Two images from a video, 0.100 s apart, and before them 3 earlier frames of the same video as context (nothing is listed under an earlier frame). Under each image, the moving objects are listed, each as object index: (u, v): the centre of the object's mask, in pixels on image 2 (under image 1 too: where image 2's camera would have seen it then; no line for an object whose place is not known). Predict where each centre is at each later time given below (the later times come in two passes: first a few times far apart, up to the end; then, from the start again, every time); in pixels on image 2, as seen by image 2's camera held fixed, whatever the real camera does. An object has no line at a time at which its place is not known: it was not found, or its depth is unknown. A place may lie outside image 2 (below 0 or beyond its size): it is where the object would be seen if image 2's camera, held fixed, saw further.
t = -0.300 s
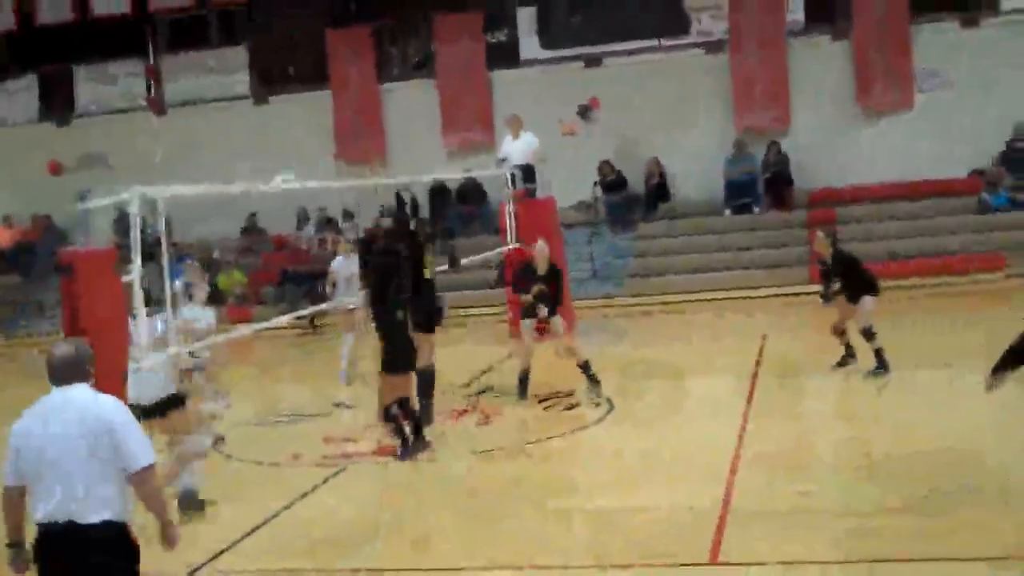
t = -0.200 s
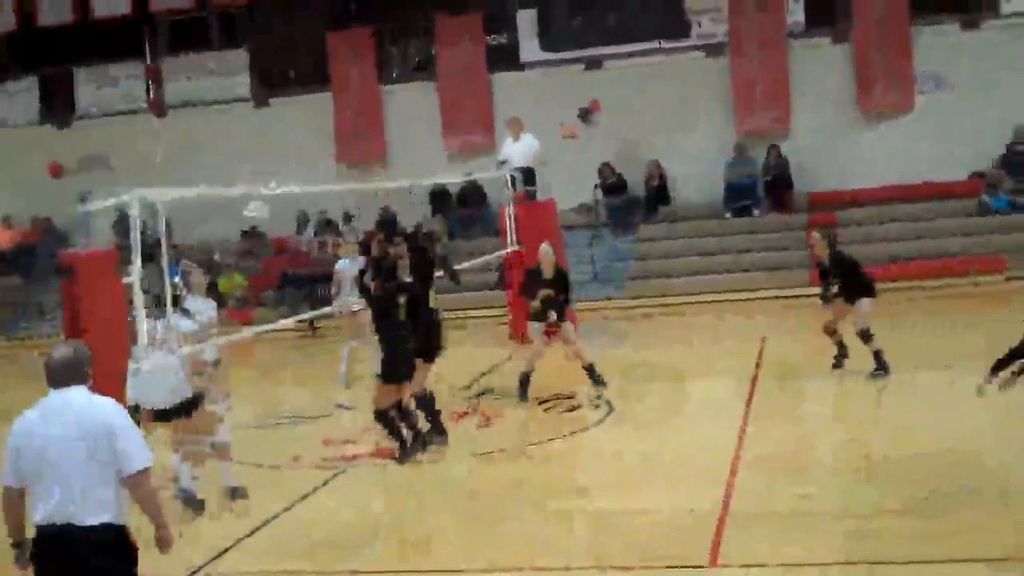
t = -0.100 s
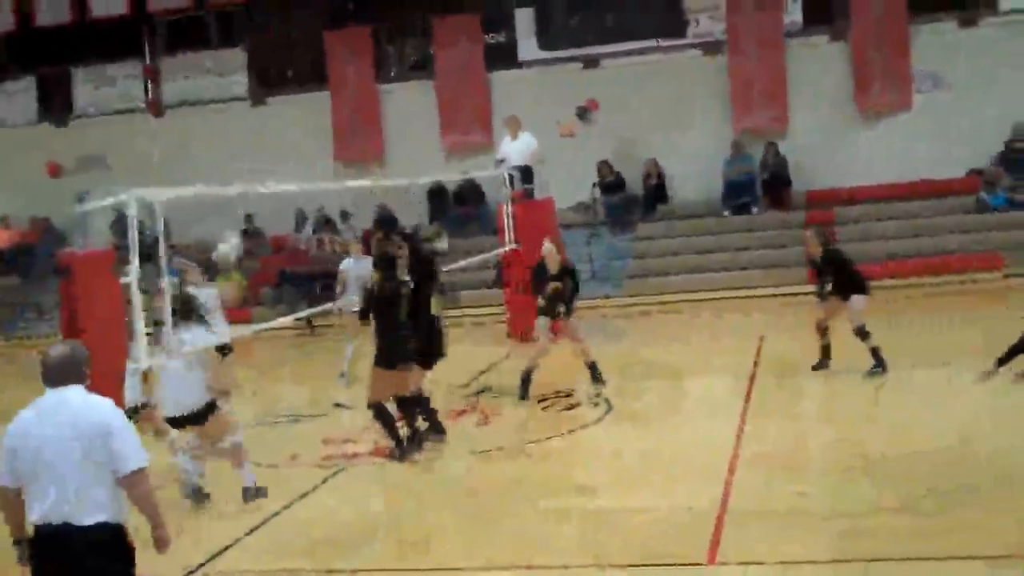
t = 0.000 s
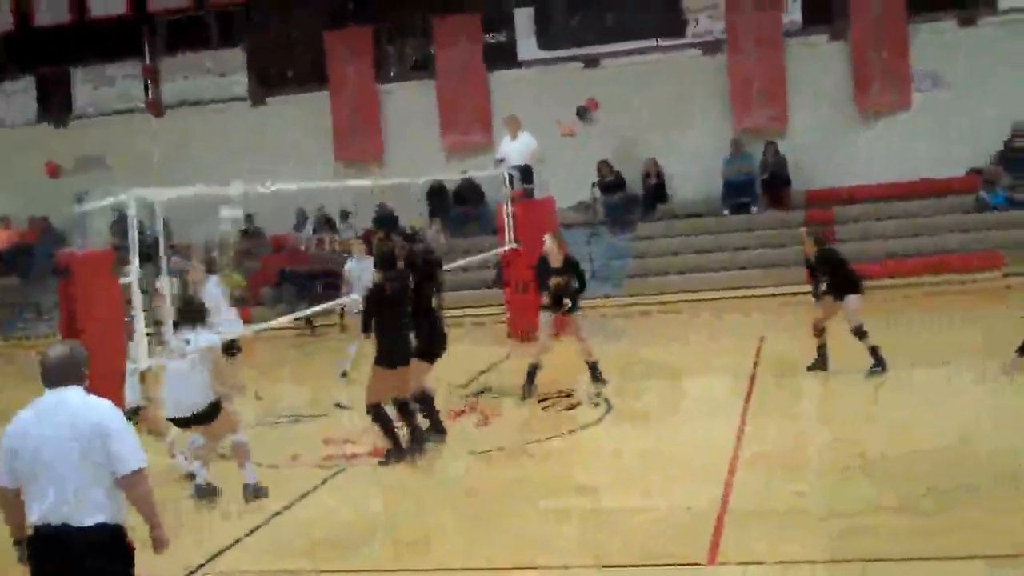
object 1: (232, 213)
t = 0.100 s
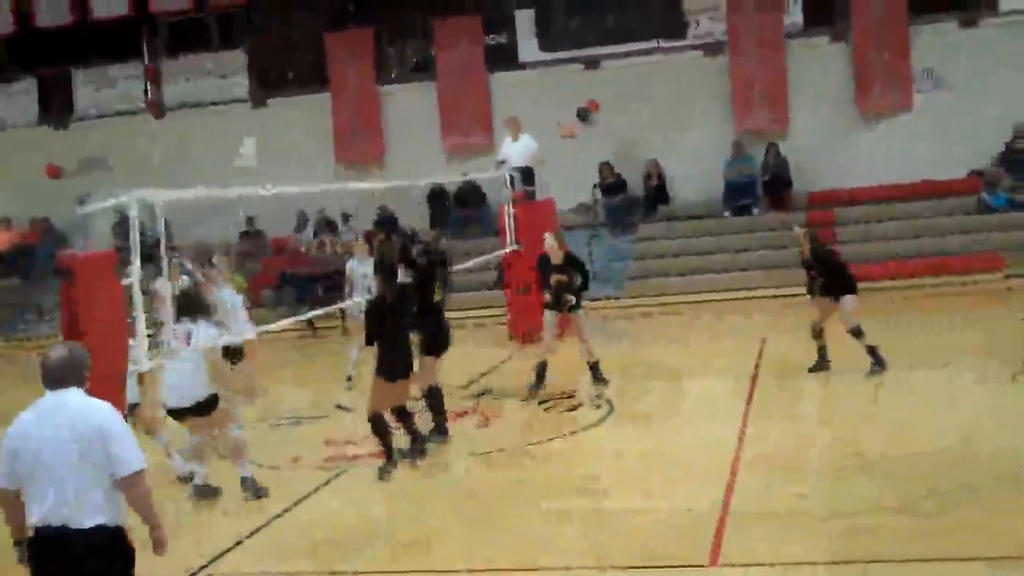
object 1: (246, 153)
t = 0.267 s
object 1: (270, 74)
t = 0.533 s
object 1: (316, 12)
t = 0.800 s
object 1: (369, 26)
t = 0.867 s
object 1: (381, 40)
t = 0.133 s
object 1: (249, 134)
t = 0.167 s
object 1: (256, 113)
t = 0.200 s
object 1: (259, 98)
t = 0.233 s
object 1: (268, 87)
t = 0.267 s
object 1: (270, 74)
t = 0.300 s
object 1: (276, 62)
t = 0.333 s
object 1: (280, 52)
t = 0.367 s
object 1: (286, 42)
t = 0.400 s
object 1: (291, 34)
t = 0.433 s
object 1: (297, 28)
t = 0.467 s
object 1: (302, 21)
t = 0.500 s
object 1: (308, 16)
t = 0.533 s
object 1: (316, 12)
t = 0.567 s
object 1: (321, 11)
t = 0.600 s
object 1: (329, 10)
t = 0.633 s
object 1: (333, 10)
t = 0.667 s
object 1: (340, 10)
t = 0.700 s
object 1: (349, 12)
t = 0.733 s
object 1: (355, 15)
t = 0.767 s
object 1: (361, 20)
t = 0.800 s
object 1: (369, 26)
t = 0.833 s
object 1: (375, 33)
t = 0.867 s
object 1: (381, 40)
